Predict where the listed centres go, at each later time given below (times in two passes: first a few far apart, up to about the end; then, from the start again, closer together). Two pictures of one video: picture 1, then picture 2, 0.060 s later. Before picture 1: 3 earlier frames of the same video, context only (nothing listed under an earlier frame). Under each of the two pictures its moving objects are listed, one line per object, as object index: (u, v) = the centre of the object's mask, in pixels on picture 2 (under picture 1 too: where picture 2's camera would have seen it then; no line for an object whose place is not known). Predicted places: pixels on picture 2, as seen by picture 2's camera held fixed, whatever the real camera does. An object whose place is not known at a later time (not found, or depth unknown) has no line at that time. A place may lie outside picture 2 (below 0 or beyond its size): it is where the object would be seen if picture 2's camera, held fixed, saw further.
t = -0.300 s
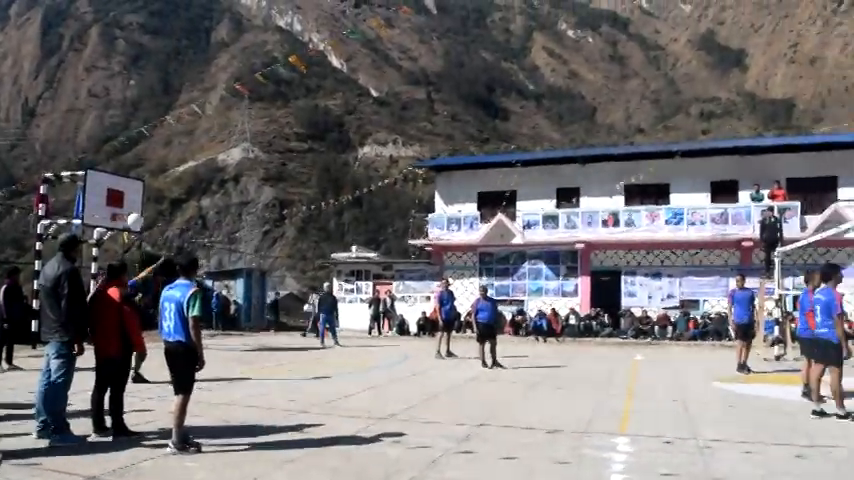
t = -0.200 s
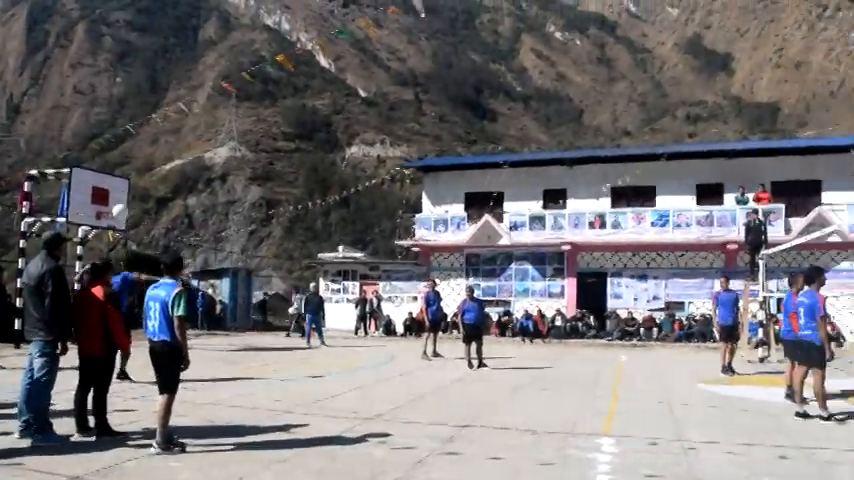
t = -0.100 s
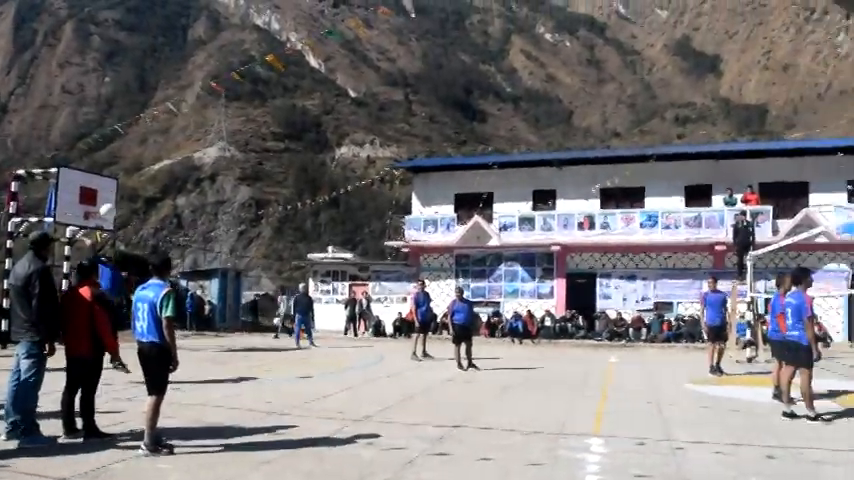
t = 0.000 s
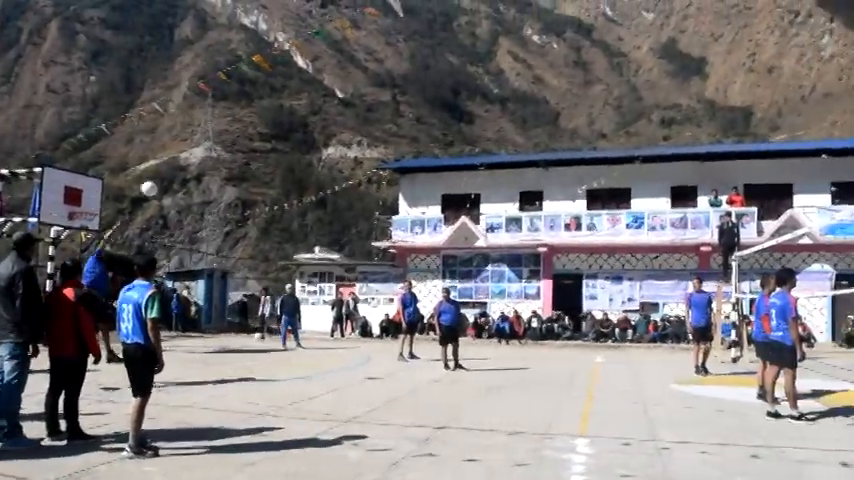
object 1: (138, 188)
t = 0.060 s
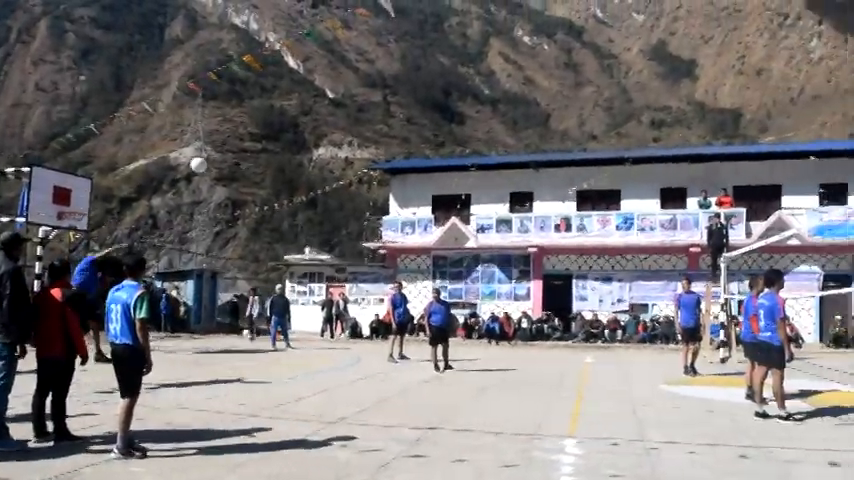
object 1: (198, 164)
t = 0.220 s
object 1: (355, 110)
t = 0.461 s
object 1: (571, 63)
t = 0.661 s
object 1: (731, 53)
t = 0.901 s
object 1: (902, 80)
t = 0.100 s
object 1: (238, 149)
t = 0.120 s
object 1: (258, 143)
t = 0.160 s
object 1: (298, 129)
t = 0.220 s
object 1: (355, 110)
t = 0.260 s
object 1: (393, 100)
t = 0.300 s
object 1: (430, 91)
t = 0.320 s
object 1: (448, 86)
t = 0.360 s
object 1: (484, 78)
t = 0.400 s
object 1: (520, 72)
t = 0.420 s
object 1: (537, 68)
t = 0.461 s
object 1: (571, 63)
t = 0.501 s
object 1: (605, 58)
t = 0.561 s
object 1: (654, 54)
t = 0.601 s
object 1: (686, 53)
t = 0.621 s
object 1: (701, 52)
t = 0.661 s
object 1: (731, 53)
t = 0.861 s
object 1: (875, 73)
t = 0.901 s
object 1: (902, 80)
